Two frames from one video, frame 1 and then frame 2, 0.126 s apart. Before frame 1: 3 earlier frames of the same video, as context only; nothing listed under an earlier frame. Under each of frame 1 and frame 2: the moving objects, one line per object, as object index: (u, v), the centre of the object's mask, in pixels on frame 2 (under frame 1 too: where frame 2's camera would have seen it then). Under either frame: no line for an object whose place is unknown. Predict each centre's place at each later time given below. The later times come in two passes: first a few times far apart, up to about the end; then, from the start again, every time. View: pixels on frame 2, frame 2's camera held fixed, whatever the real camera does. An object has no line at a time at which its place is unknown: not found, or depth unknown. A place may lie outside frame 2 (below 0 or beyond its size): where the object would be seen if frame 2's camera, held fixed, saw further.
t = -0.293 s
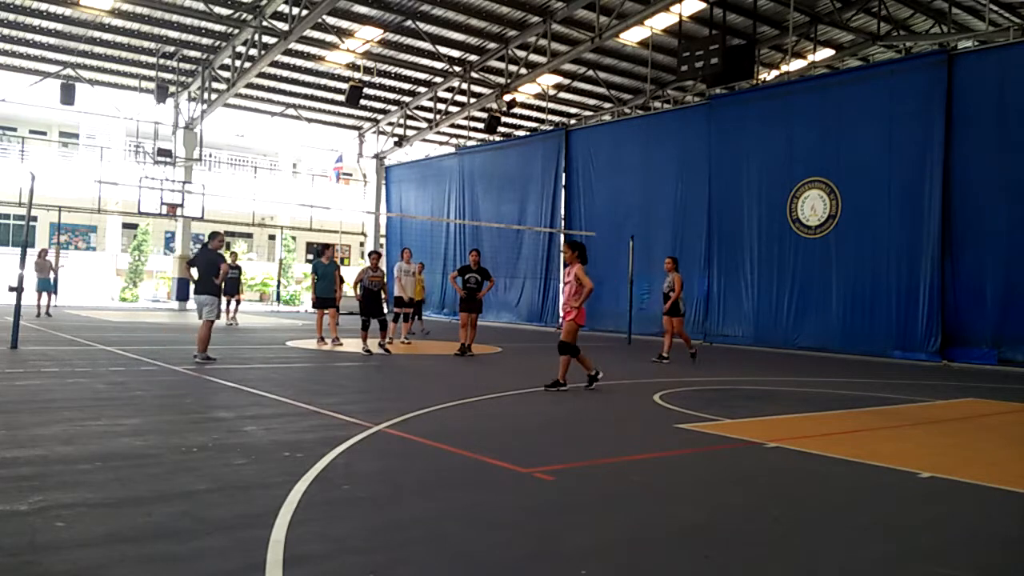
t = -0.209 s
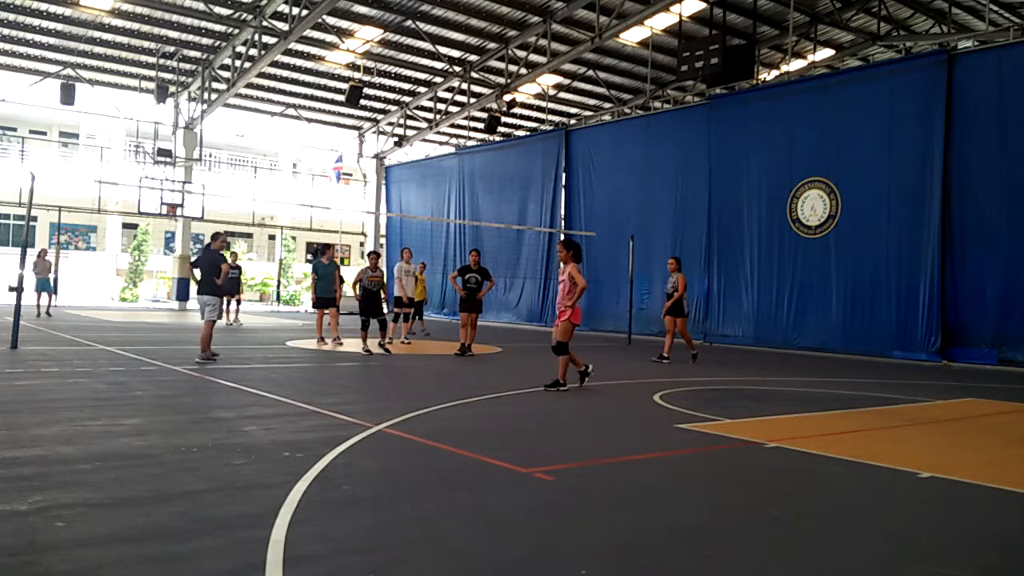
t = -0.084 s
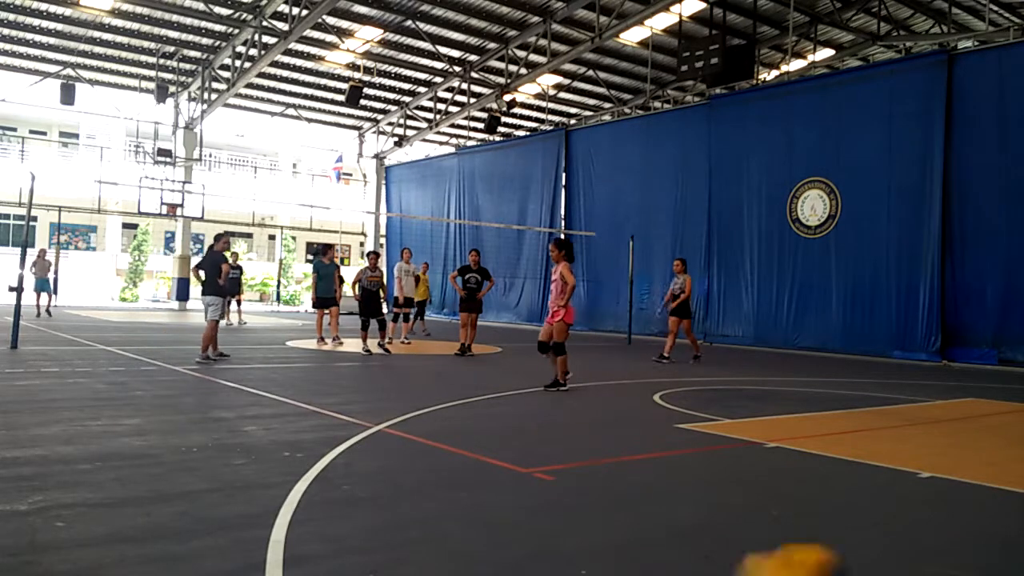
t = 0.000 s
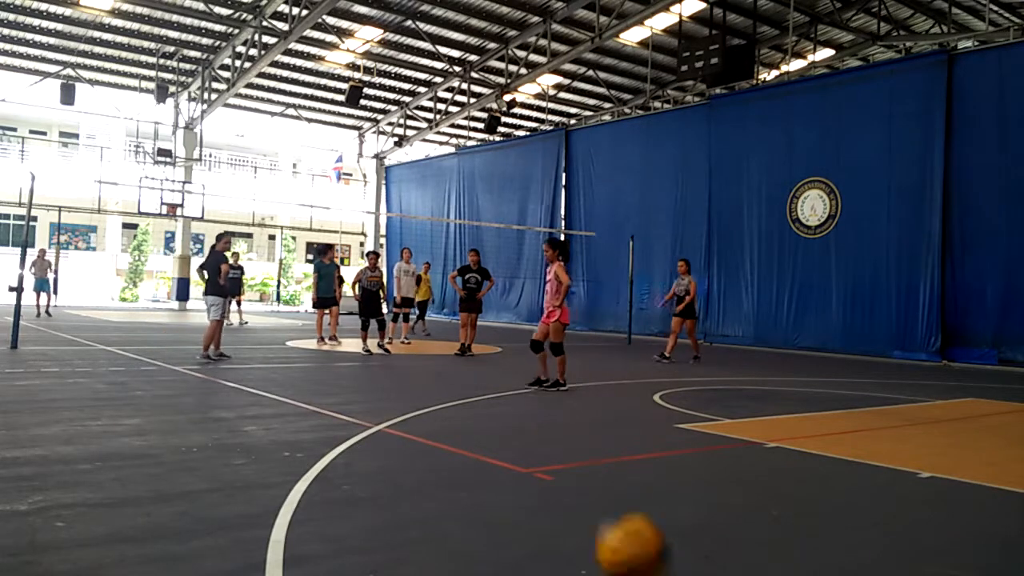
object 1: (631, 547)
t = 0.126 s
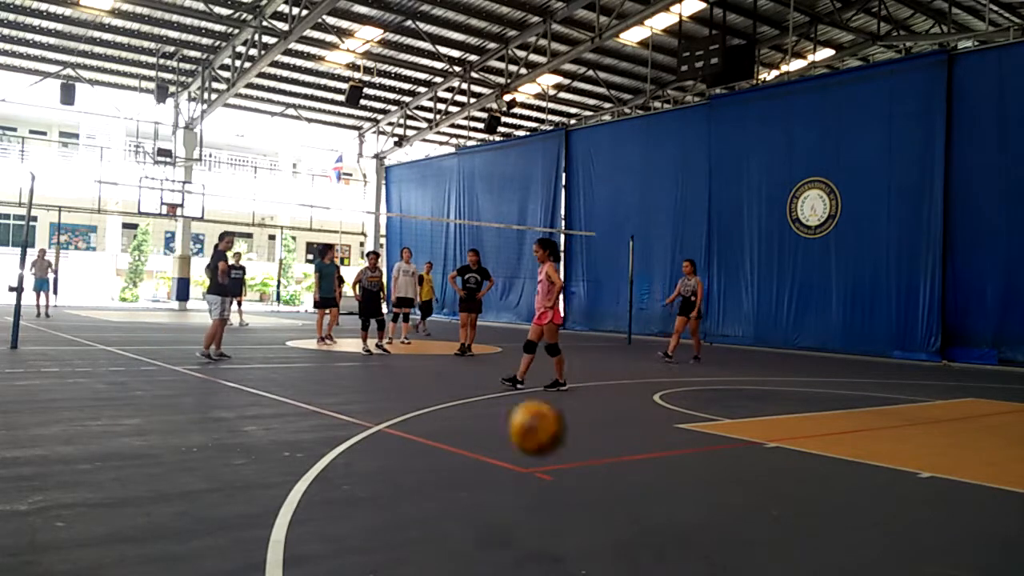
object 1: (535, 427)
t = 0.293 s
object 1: (456, 374)
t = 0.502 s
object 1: (391, 399)
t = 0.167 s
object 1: (513, 406)
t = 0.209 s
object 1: (491, 389)
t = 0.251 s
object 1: (472, 380)
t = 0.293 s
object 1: (456, 374)
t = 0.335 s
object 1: (440, 373)
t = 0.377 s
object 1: (426, 376)
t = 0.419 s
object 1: (414, 381)
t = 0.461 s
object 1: (401, 389)
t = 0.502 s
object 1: (391, 399)
